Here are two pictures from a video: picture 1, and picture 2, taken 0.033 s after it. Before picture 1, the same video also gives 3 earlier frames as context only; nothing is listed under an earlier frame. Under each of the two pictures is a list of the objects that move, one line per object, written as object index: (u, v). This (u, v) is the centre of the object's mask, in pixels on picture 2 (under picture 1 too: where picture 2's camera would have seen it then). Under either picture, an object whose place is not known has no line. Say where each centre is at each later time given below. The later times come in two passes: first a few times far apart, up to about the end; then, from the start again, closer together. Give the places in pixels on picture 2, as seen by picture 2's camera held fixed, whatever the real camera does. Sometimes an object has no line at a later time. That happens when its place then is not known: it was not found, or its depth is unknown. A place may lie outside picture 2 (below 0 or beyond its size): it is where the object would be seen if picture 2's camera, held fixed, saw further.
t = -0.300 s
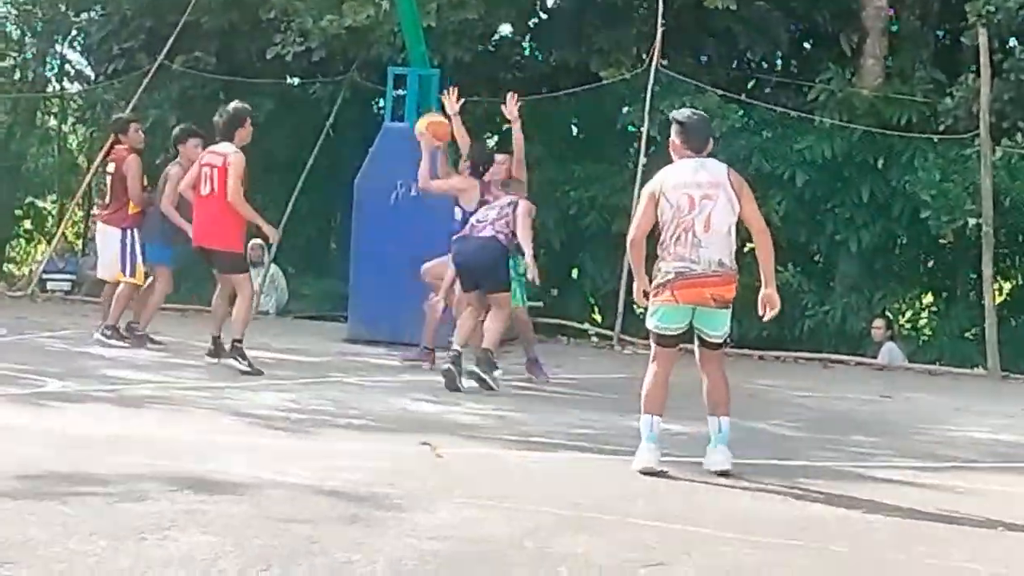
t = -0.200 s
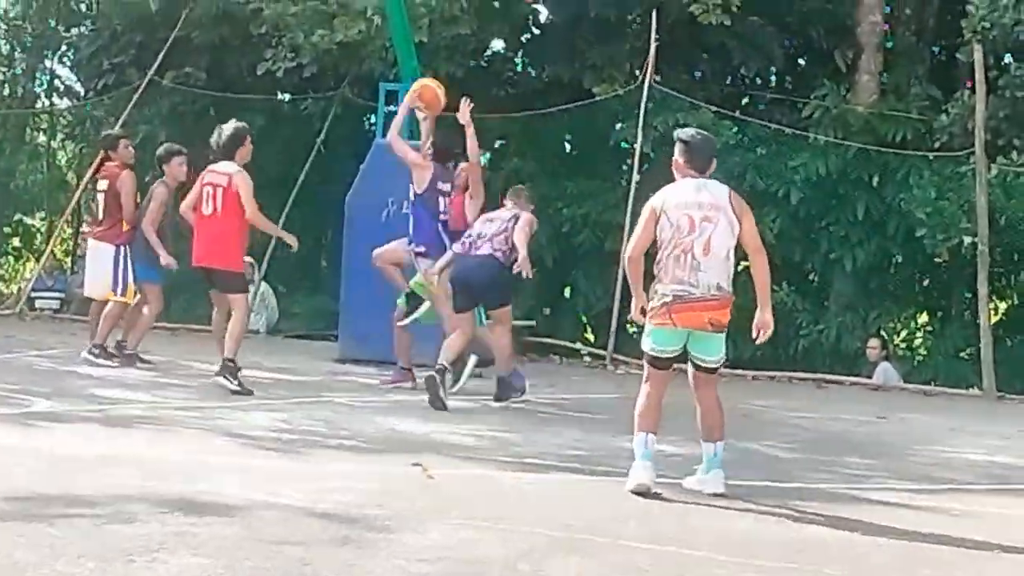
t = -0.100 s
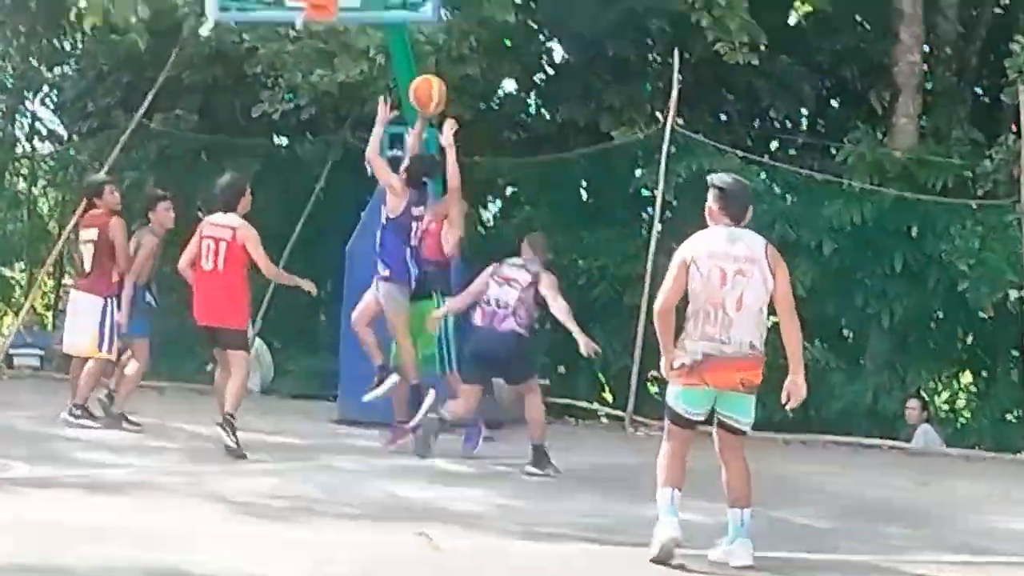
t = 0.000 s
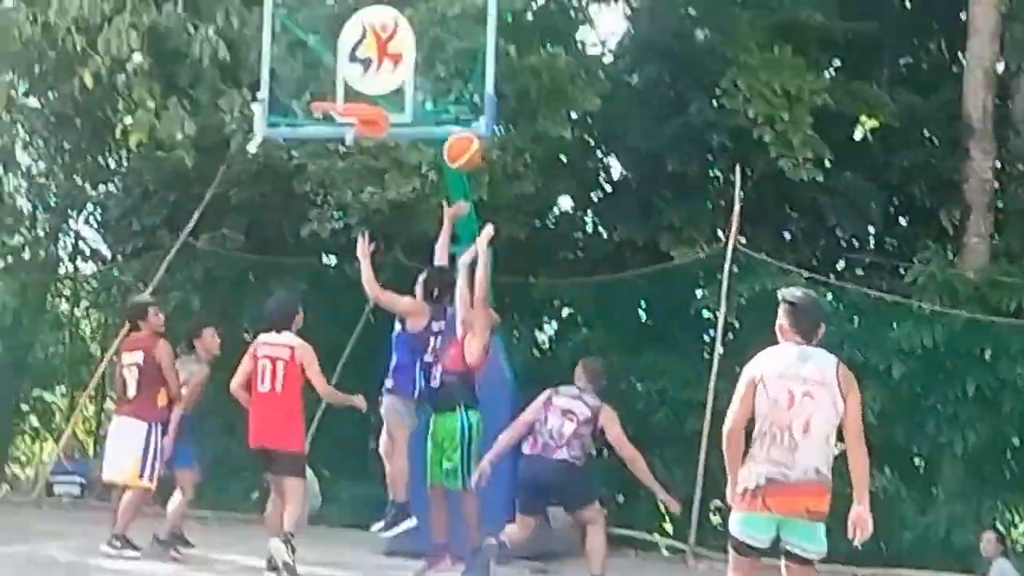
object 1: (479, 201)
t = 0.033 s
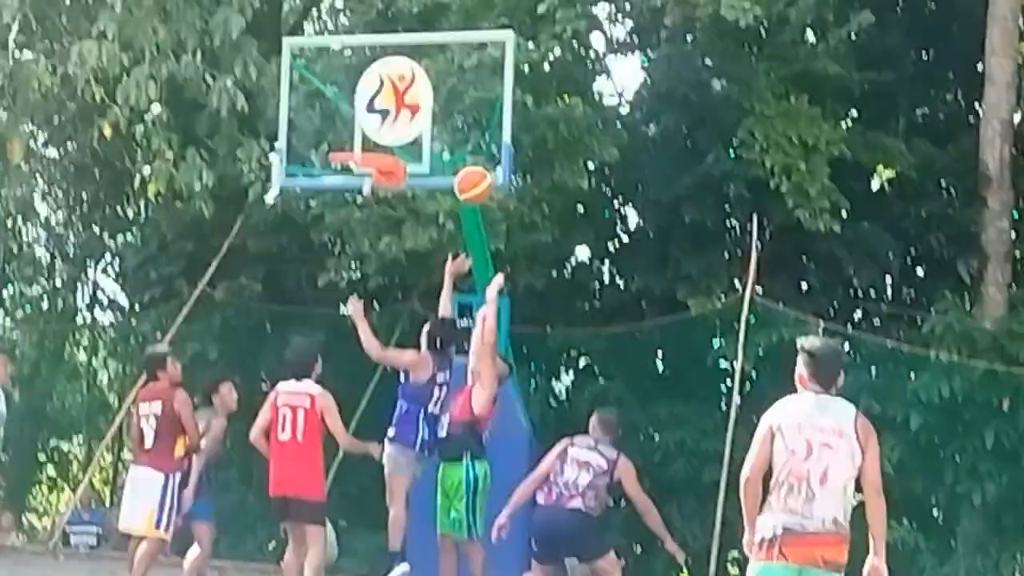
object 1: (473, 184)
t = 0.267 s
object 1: (429, 125)
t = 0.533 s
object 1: (380, 143)
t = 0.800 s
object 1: (341, 134)
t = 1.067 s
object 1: (301, 191)
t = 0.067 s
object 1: (467, 170)
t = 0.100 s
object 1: (461, 158)
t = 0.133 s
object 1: (454, 147)
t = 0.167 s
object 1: (450, 138)
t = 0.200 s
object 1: (442, 133)
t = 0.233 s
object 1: (437, 128)
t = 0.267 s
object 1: (429, 125)
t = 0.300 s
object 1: (423, 123)
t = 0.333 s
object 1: (415, 123)
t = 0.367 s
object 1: (409, 124)
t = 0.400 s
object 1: (402, 127)
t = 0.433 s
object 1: (395, 131)
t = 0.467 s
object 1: (388, 138)
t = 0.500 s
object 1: (382, 144)
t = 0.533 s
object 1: (380, 143)
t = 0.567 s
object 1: (377, 138)
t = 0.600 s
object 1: (372, 132)
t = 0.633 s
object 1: (366, 128)
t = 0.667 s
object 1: (361, 126)
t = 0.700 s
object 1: (356, 126)
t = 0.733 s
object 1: (351, 127)
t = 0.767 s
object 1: (346, 130)
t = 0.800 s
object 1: (341, 134)
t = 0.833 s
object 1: (336, 140)
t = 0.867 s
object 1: (331, 146)
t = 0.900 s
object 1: (326, 150)
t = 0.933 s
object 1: (322, 156)
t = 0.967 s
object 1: (317, 162)
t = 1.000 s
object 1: (312, 170)
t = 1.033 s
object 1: (306, 181)
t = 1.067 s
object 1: (301, 191)
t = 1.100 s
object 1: (296, 204)
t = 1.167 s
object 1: (285, 232)
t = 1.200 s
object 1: (280, 249)
